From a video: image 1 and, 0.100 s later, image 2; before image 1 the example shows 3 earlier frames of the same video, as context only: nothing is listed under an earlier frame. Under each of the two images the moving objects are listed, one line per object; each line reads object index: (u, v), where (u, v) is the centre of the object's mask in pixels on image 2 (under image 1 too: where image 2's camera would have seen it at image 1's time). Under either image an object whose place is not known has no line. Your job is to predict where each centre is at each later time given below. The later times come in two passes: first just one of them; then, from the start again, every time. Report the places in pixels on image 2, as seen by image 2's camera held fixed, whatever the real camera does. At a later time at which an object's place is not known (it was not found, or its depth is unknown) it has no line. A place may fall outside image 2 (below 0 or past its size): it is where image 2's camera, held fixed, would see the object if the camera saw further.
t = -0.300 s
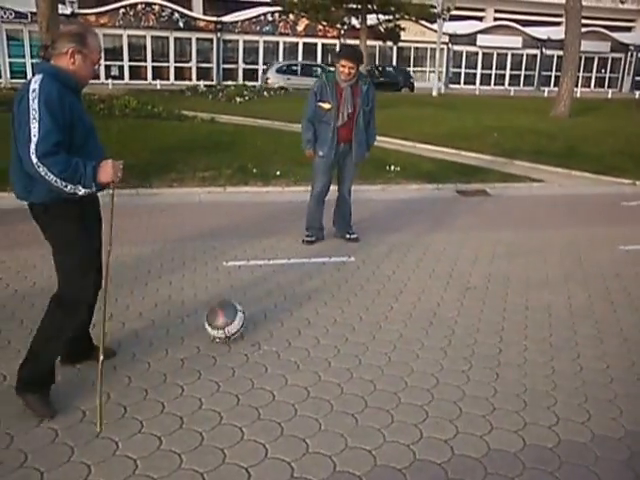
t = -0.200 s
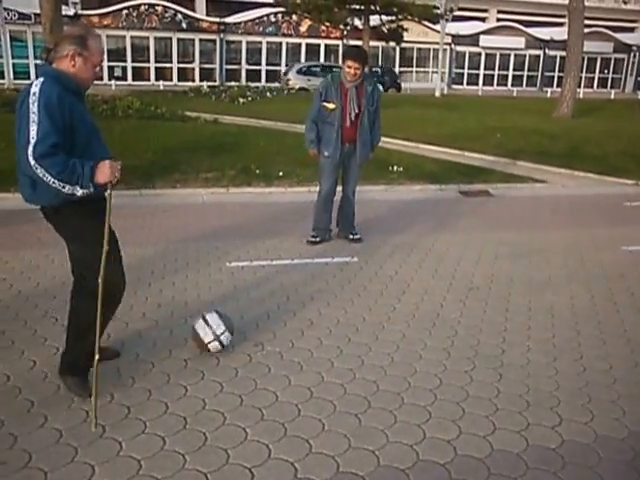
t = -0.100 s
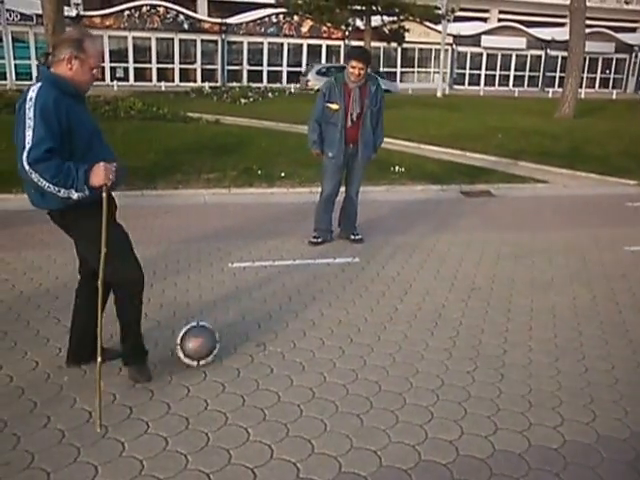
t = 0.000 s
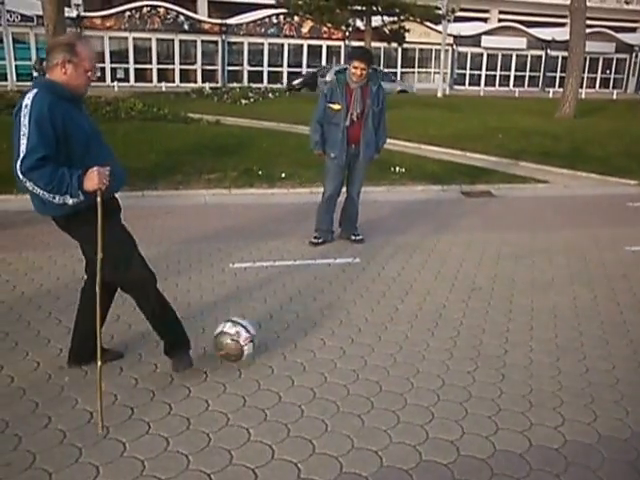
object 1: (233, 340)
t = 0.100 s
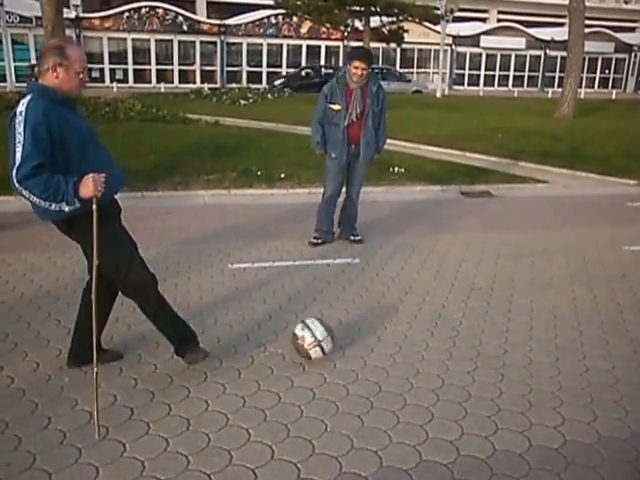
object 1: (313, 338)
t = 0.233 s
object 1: (386, 330)
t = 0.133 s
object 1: (337, 341)
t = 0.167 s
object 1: (355, 336)
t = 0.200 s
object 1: (370, 332)
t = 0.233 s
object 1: (386, 330)
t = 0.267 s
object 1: (402, 329)
